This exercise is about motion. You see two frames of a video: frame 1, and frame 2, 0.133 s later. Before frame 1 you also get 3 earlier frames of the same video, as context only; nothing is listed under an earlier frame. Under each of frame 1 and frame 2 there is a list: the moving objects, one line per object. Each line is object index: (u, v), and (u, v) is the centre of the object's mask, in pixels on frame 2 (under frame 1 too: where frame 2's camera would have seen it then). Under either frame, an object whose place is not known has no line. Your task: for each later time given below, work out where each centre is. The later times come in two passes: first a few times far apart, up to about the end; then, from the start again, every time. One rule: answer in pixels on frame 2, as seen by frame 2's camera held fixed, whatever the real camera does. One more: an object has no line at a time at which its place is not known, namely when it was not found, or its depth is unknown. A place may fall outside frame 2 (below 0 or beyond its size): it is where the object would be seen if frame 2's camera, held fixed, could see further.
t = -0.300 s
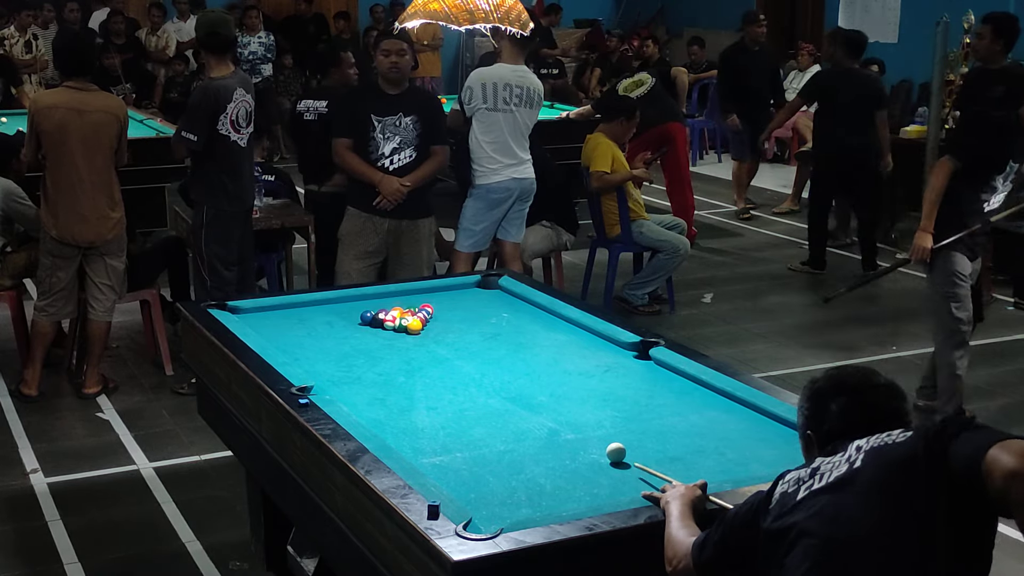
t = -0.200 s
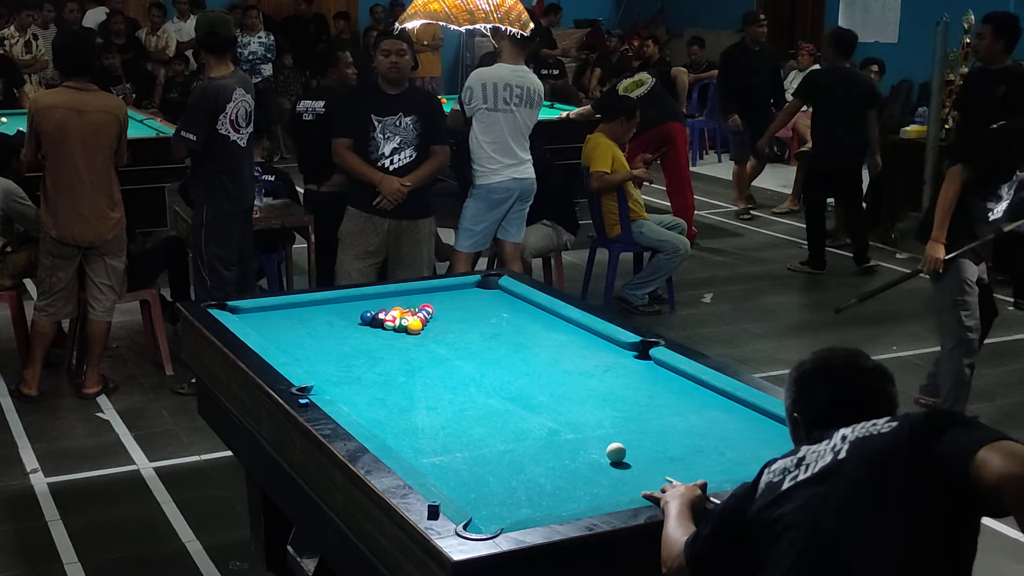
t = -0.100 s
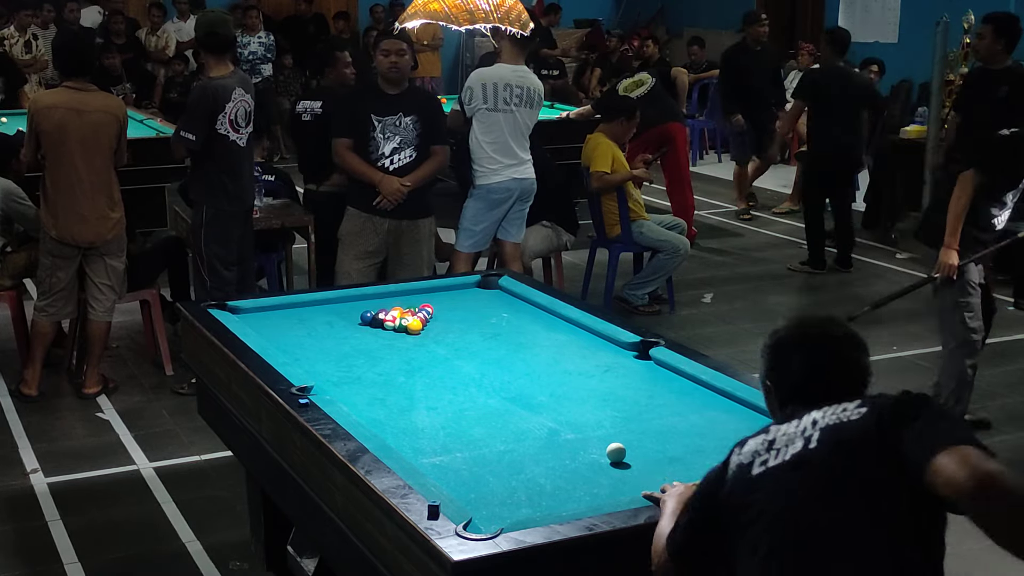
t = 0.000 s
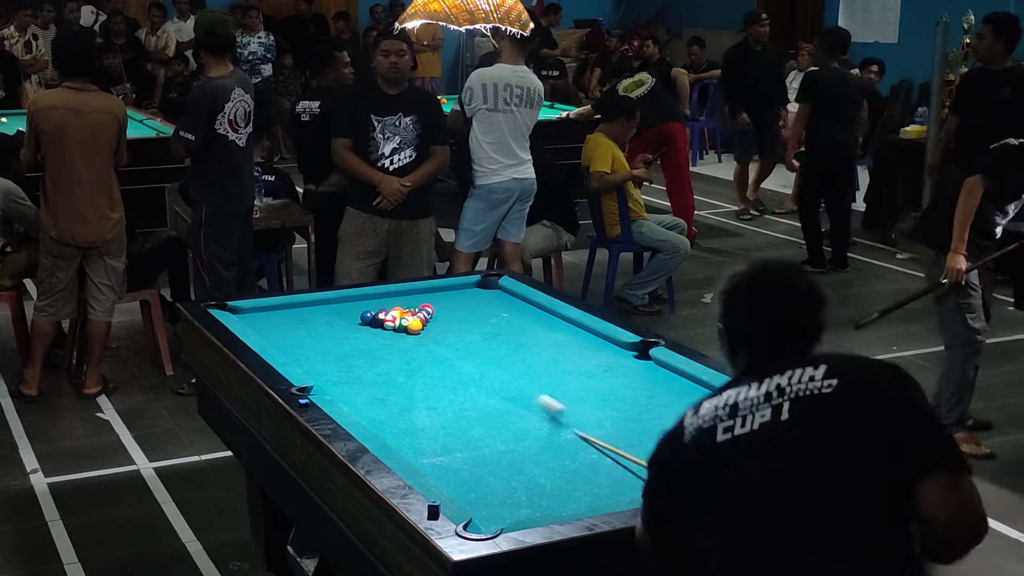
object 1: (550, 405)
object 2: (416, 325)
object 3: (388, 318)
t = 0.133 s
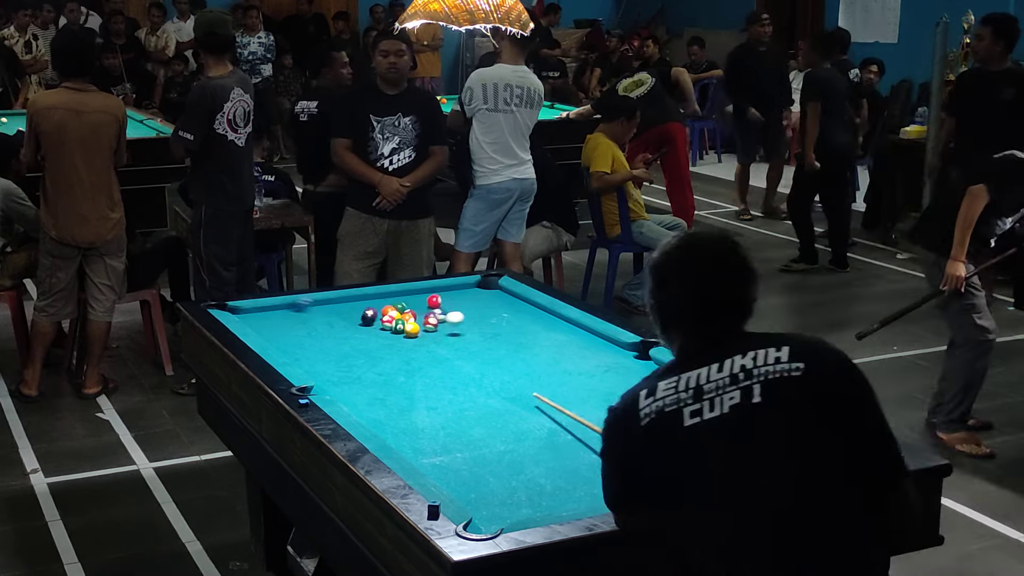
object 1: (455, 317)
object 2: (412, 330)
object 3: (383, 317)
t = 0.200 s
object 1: (499, 316)
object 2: (409, 334)
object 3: (386, 322)
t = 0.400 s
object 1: (552, 333)
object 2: (399, 345)
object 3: (382, 321)
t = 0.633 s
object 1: (490, 360)
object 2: (389, 358)
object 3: (378, 323)
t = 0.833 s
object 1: (434, 386)
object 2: (379, 370)
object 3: (379, 326)
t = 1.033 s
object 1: (371, 415)
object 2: (370, 381)
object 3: (382, 329)
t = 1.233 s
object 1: (432, 417)
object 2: (359, 393)
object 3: (385, 332)
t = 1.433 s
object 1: (503, 411)
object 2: (350, 403)
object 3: (388, 335)
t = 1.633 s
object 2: (368, 409)
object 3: (391, 338)
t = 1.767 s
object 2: (381, 412)
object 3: (393, 340)
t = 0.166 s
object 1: (477, 315)
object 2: (410, 332)
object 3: (387, 319)
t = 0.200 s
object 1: (499, 316)
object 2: (409, 334)
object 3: (386, 322)
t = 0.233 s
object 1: (522, 320)
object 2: (407, 336)
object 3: (384, 322)
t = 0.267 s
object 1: (544, 324)
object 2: (406, 337)
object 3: (384, 321)
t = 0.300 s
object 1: (565, 322)
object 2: (404, 339)
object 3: (383, 322)
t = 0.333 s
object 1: (575, 324)
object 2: (403, 341)
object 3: (383, 321)
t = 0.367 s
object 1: (563, 330)
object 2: (401, 343)
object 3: (382, 321)
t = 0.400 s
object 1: (552, 333)
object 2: (399, 345)
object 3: (382, 321)
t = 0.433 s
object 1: (542, 337)
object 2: (398, 347)
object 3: (382, 321)
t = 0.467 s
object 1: (533, 340)
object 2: (396, 348)
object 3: (381, 321)
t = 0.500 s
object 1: (525, 345)
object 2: (395, 350)
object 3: (380, 322)
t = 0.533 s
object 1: (516, 348)
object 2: (393, 352)
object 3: (380, 322)
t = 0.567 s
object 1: (508, 352)
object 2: (392, 354)
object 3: (379, 322)
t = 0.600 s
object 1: (499, 356)
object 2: (390, 356)
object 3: (378, 323)
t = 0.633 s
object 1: (490, 360)
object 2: (389, 358)
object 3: (378, 323)
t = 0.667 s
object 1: (481, 364)
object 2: (387, 360)
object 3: (377, 323)
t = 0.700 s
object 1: (472, 368)
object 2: (385, 362)
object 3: (377, 323)
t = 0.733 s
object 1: (463, 373)
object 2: (384, 364)
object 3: (377, 324)
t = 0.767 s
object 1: (453, 377)
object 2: (382, 365)
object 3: (377, 324)
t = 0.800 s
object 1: (444, 381)
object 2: (381, 368)
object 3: (378, 325)
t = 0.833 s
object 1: (434, 386)
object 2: (379, 370)
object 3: (379, 326)
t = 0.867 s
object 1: (424, 391)
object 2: (378, 372)
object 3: (379, 326)
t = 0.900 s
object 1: (414, 395)
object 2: (376, 373)
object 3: (380, 327)
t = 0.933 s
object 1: (403, 400)
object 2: (375, 375)
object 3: (381, 327)
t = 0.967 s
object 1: (393, 405)
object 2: (373, 377)
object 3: (381, 328)
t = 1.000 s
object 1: (382, 409)
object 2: (371, 379)
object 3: (382, 328)
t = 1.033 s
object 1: (371, 415)
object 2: (370, 381)
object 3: (382, 329)
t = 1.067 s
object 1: (368, 417)
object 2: (368, 383)
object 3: (383, 330)
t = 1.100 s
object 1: (381, 417)
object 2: (366, 385)
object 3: (384, 330)
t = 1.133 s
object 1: (394, 417)
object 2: (365, 387)
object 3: (384, 331)
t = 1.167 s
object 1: (406, 417)
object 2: (363, 389)
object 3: (385, 331)
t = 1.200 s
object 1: (419, 417)
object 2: (361, 391)
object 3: (385, 332)
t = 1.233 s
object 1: (432, 417)
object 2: (359, 393)
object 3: (385, 332)
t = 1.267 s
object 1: (444, 416)
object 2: (358, 395)
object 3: (386, 333)
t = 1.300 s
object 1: (456, 416)
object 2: (356, 397)
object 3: (387, 333)
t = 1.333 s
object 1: (468, 416)
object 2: (354, 399)
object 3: (387, 334)
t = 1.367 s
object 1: (480, 416)
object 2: (353, 401)
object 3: (387, 334)
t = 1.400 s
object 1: (492, 415)
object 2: (351, 402)
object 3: (388, 335)
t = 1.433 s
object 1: (503, 411)
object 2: (350, 403)
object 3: (388, 335)
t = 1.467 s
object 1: (514, 408)
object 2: (352, 404)
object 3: (389, 336)
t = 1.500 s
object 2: (355, 406)
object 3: (389, 336)
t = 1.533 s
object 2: (358, 407)
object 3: (390, 337)
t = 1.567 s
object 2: (362, 408)
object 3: (390, 337)
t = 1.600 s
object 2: (365, 408)
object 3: (391, 338)
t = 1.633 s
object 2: (368, 409)
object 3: (391, 338)
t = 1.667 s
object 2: (371, 410)
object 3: (391, 339)
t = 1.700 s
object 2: (374, 411)
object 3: (392, 339)
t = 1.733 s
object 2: (378, 411)
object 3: (392, 339)
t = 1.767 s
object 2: (381, 412)
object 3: (393, 340)
